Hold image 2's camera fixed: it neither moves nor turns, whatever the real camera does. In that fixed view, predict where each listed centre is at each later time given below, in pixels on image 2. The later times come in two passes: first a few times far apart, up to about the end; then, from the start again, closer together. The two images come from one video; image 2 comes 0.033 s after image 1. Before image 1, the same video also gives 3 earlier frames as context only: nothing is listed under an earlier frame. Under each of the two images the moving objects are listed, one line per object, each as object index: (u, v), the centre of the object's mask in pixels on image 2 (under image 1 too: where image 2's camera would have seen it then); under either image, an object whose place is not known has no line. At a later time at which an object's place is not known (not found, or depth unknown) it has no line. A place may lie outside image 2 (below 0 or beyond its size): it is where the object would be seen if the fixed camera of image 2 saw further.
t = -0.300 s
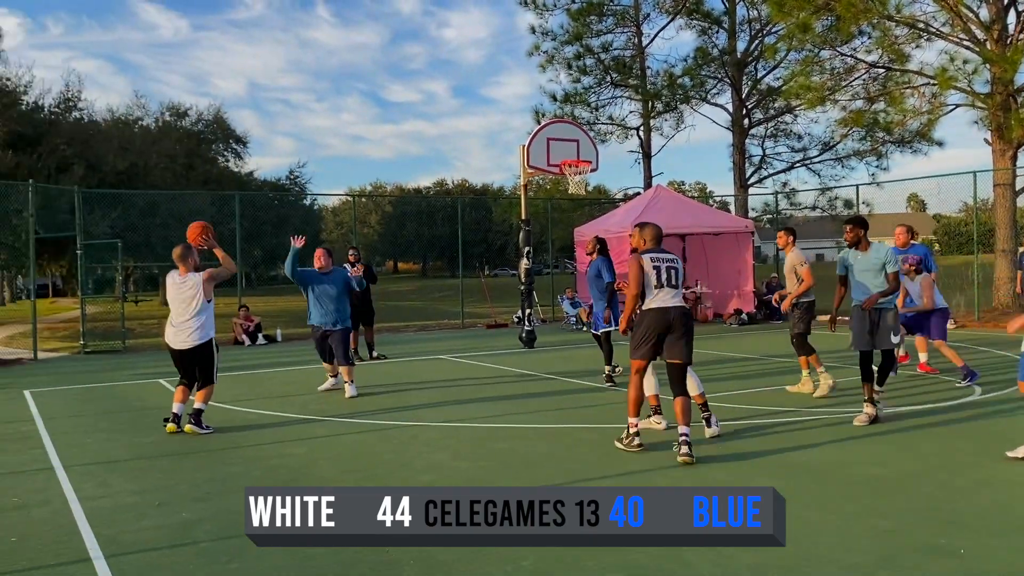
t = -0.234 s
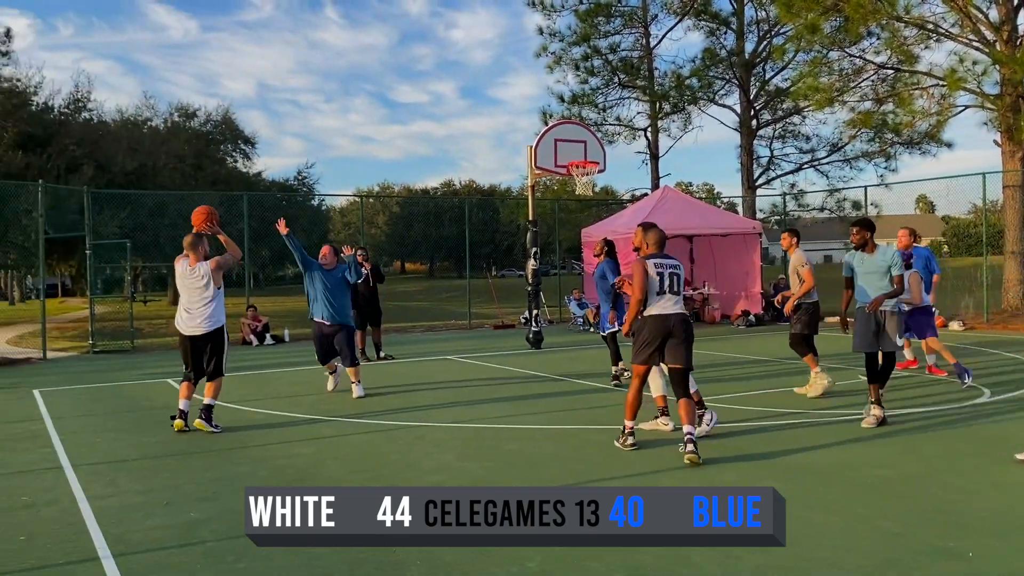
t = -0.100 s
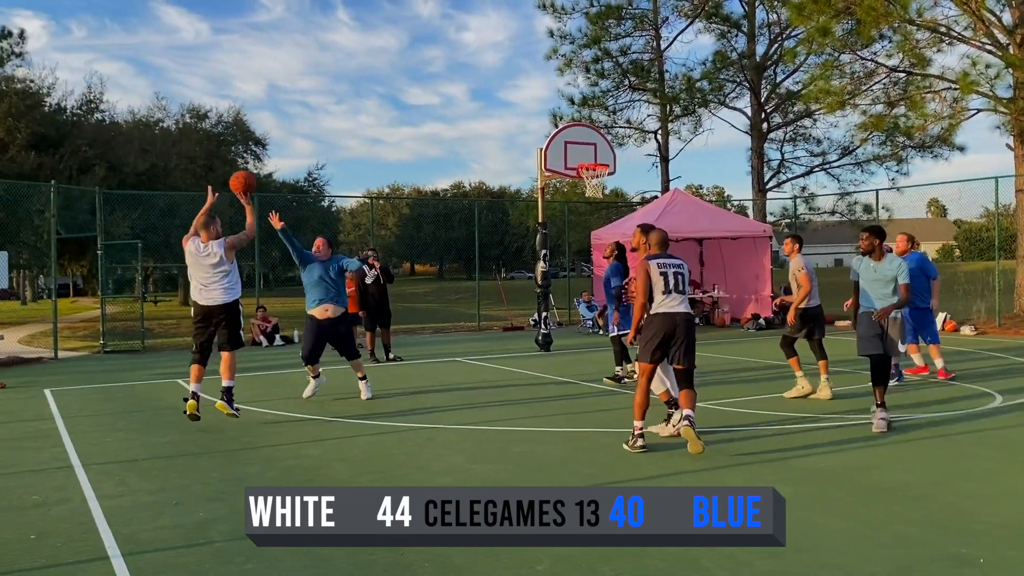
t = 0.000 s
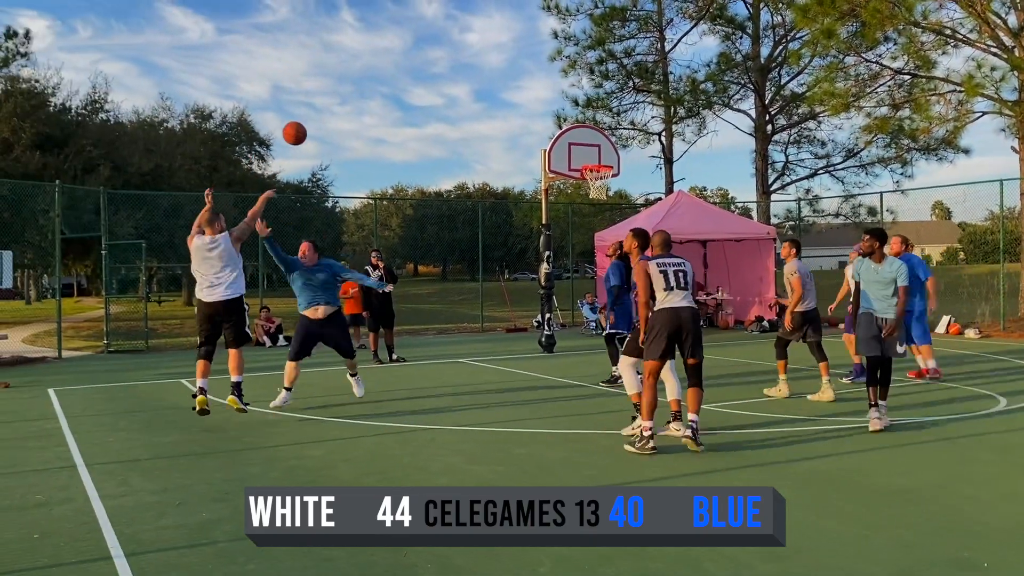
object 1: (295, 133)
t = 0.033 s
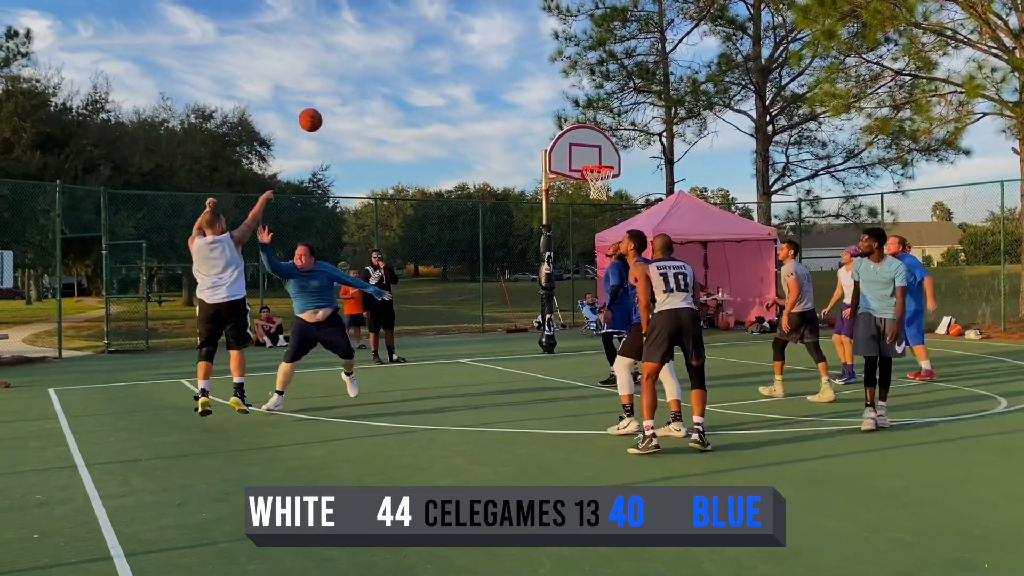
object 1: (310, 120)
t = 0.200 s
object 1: (379, 72)
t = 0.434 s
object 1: (457, 51)
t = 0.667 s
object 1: (521, 73)
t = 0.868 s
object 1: (567, 116)
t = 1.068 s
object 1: (603, 173)
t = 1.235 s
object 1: (579, 214)
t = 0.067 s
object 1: (325, 107)
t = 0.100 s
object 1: (339, 96)
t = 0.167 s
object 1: (366, 79)
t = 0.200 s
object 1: (379, 72)
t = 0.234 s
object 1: (391, 66)
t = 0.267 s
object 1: (403, 61)
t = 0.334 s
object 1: (425, 54)
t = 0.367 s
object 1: (436, 52)
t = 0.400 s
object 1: (447, 51)
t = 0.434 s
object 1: (457, 51)
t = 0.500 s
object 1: (477, 54)
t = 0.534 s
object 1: (486, 56)
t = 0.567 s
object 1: (495, 59)
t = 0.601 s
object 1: (504, 63)
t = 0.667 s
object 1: (521, 73)
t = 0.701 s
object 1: (529, 79)
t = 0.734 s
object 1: (537, 85)
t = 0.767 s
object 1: (545, 92)
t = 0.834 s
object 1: (560, 108)
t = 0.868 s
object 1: (567, 116)
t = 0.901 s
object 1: (574, 125)
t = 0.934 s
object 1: (581, 134)
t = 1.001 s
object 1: (595, 156)
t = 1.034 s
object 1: (601, 164)
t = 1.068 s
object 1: (603, 173)
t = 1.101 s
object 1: (598, 178)
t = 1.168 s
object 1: (587, 199)
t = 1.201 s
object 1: (583, 206)
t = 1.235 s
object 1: (579, 214)
